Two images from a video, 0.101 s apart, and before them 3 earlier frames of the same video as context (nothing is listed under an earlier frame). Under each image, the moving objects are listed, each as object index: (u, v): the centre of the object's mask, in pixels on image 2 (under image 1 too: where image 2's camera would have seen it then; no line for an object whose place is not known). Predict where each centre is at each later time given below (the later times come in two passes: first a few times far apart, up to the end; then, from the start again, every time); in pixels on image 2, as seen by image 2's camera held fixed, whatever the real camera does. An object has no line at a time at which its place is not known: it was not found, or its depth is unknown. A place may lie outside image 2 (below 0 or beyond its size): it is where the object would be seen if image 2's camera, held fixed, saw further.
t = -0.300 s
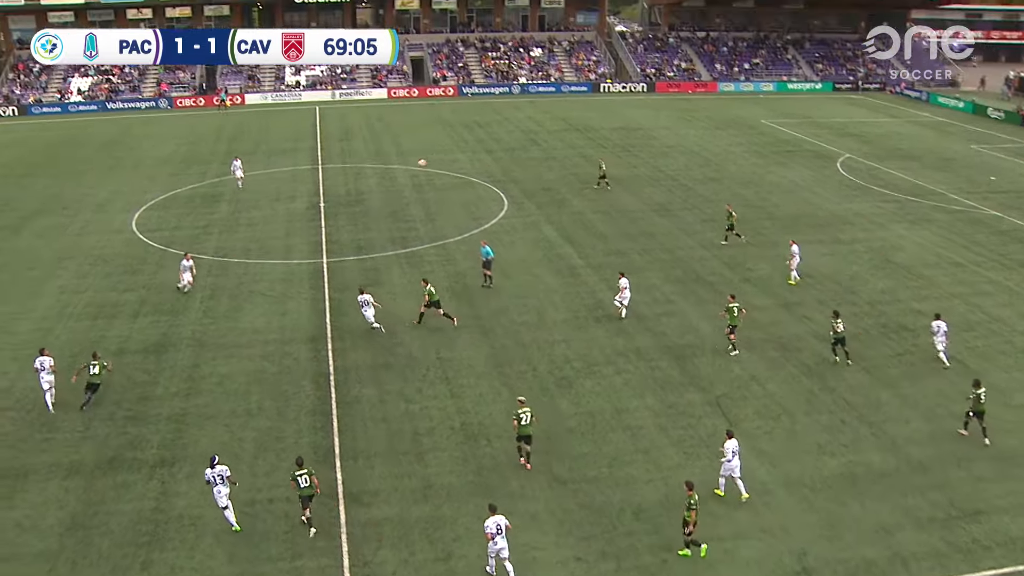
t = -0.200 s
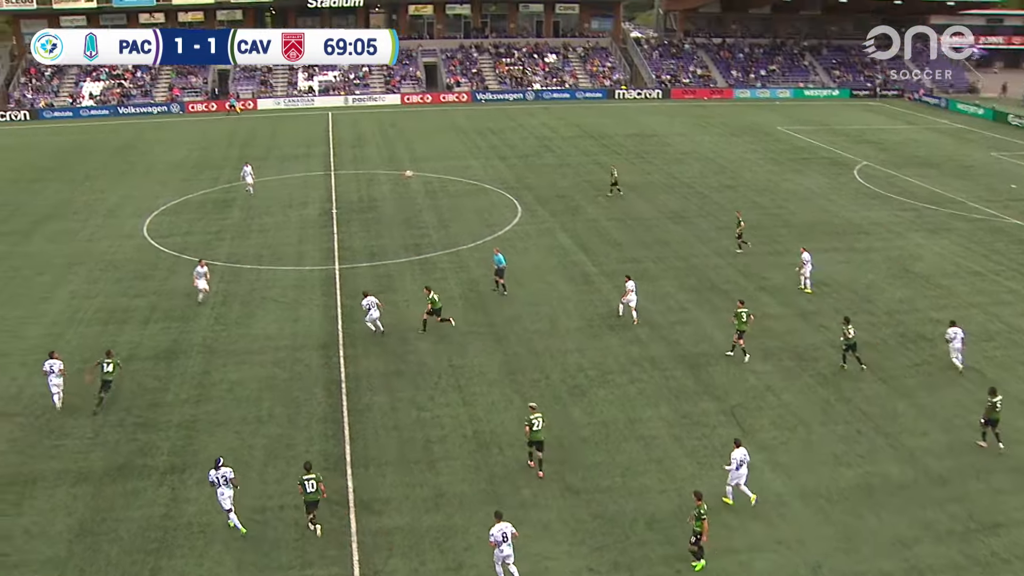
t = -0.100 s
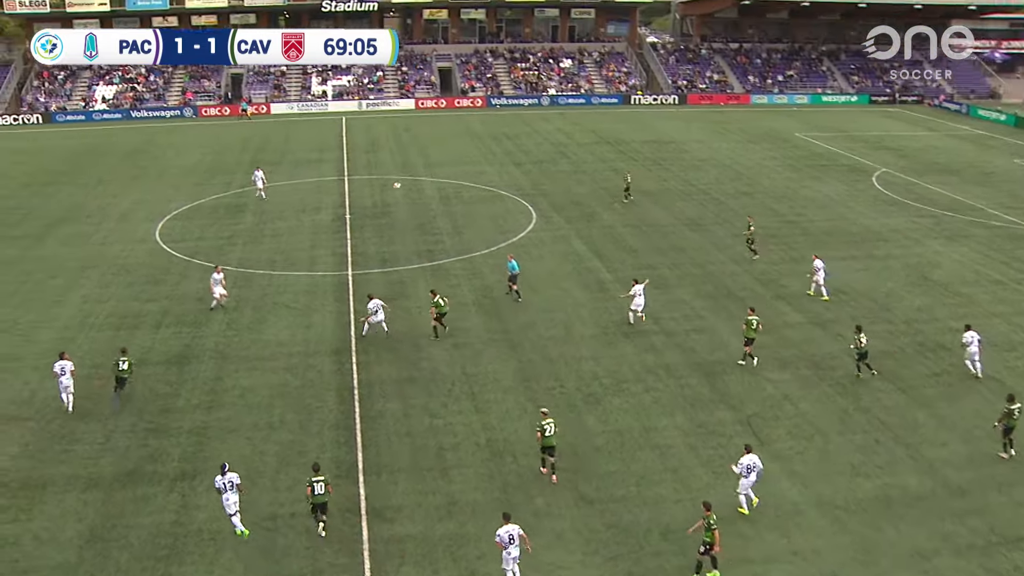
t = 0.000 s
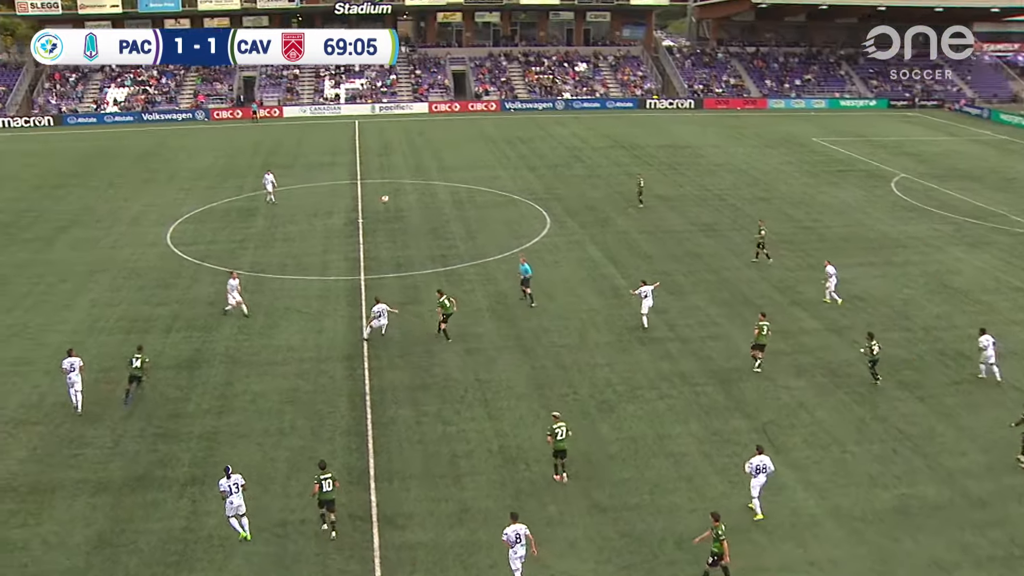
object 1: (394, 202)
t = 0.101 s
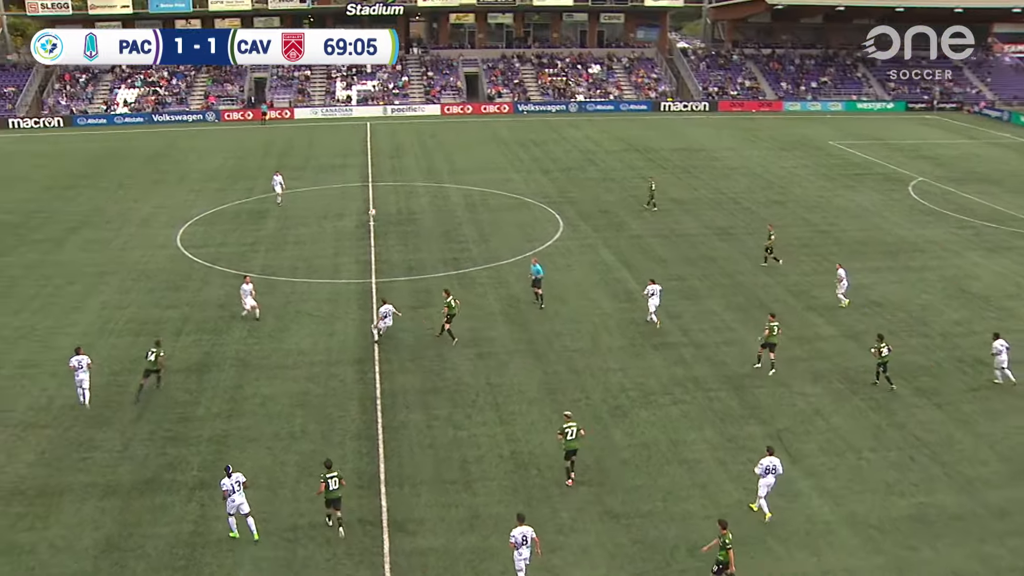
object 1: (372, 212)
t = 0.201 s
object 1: (350, 225)
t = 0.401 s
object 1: (308, 257)
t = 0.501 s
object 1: (287, 275)
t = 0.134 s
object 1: (365, 217)
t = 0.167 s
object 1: (357, 221)
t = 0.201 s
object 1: (350, 225)
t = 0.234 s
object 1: (343, 230)
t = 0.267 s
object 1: (336, 234)
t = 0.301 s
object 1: (329, 240)
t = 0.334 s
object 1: (322, 245)
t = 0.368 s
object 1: (315, 251)
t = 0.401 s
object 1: (308, 257)
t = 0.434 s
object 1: (301, 262)
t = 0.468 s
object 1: (294, 269)
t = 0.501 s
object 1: (287, 275)
